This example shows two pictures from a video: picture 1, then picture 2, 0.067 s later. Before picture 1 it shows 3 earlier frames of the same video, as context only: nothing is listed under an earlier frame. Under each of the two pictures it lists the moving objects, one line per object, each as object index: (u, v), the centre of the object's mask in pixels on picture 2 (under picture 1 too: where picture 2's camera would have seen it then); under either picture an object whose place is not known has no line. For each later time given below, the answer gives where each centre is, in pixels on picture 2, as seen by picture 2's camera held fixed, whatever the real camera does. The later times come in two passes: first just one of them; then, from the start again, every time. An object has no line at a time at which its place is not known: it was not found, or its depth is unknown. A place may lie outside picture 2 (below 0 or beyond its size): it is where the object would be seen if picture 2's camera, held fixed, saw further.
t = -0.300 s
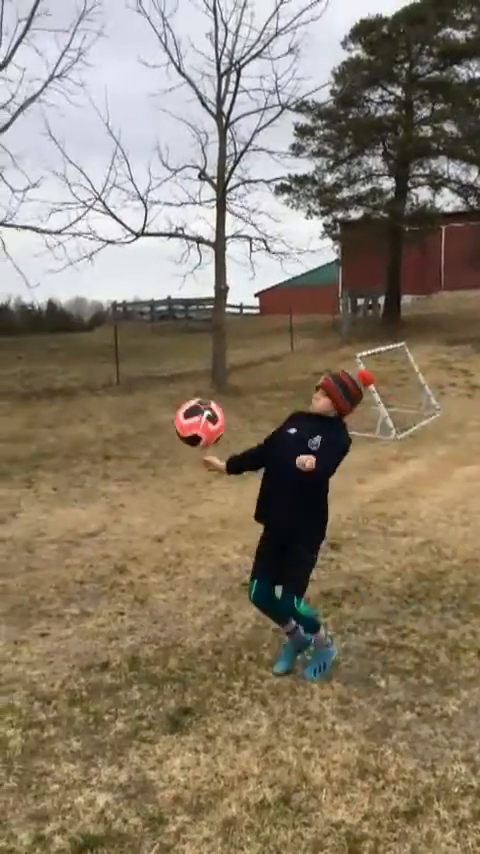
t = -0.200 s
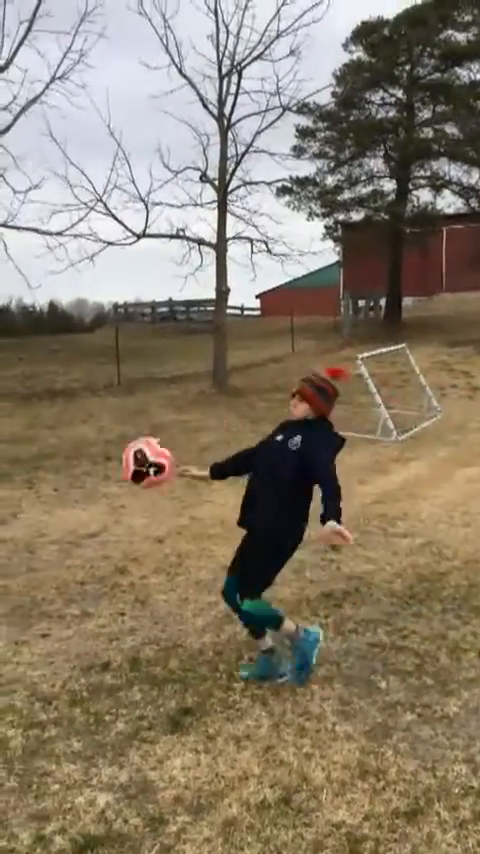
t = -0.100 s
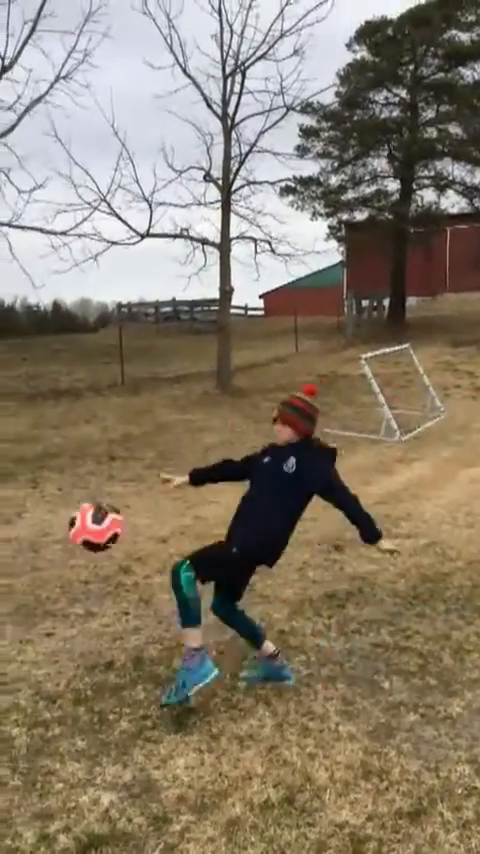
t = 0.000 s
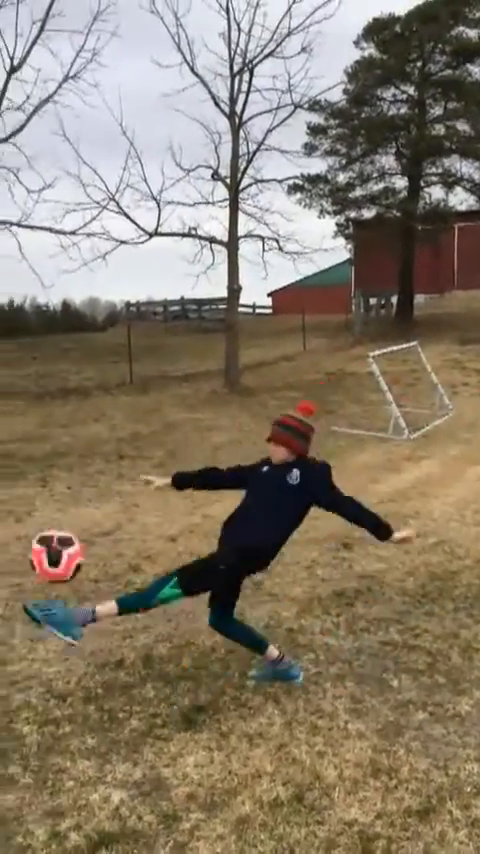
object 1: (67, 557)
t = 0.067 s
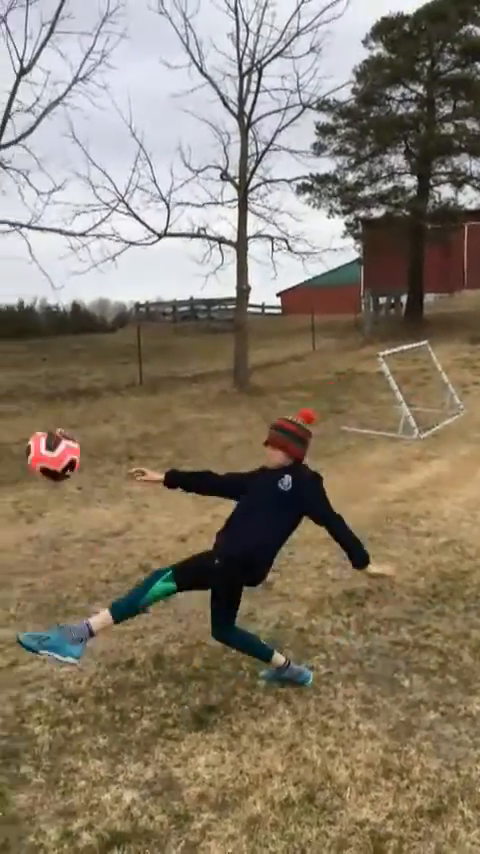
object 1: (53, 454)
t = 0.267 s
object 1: (19, 221)
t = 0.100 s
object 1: (47, 408)
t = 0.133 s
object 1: (39, 363)
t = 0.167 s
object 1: (33, 324)
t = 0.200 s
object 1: (27, 285)
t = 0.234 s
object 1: (22, 251)
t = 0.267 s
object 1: (19, 221)
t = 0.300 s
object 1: (17, 194)
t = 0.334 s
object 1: (12, 169)
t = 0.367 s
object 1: (7, 147)
